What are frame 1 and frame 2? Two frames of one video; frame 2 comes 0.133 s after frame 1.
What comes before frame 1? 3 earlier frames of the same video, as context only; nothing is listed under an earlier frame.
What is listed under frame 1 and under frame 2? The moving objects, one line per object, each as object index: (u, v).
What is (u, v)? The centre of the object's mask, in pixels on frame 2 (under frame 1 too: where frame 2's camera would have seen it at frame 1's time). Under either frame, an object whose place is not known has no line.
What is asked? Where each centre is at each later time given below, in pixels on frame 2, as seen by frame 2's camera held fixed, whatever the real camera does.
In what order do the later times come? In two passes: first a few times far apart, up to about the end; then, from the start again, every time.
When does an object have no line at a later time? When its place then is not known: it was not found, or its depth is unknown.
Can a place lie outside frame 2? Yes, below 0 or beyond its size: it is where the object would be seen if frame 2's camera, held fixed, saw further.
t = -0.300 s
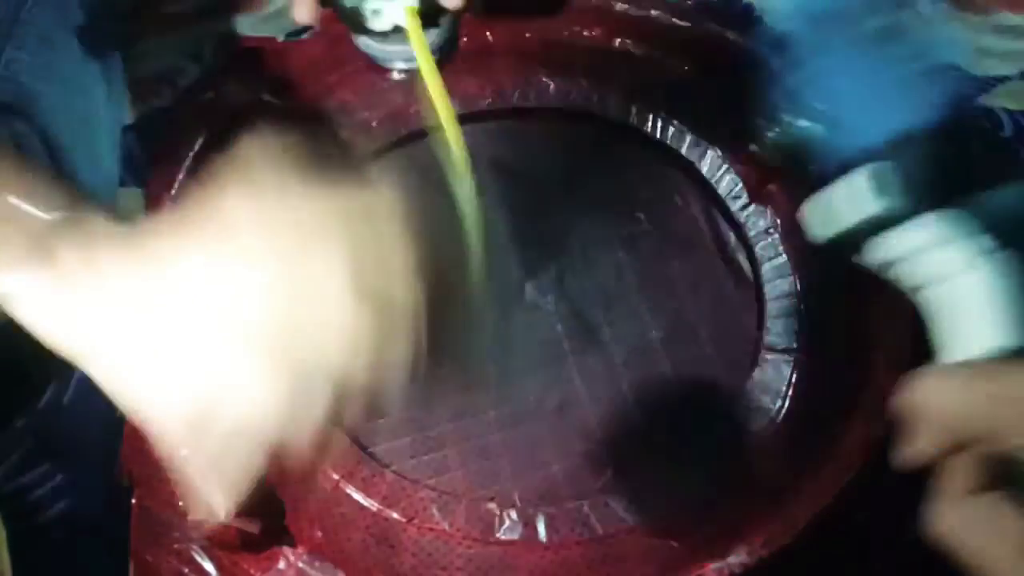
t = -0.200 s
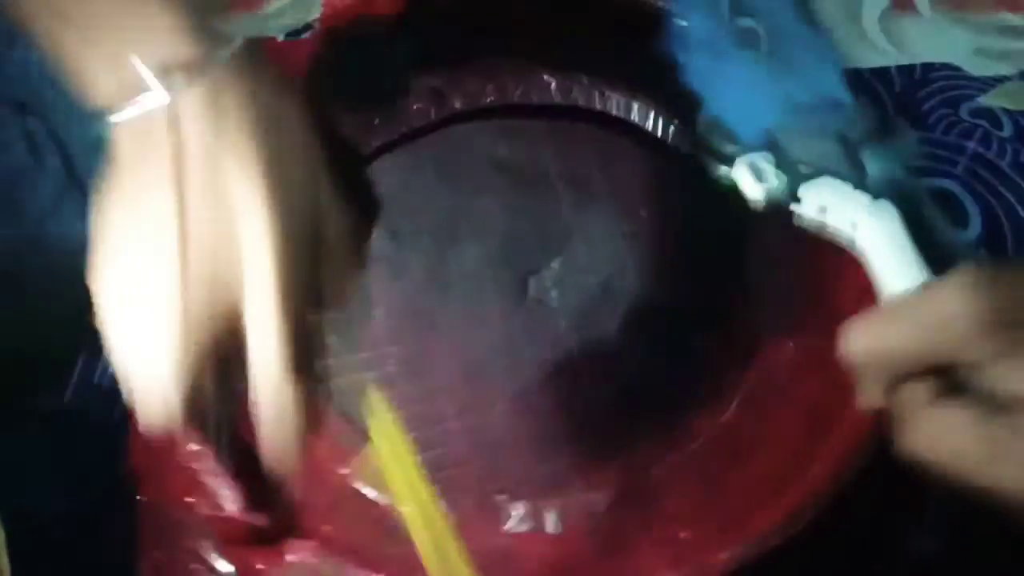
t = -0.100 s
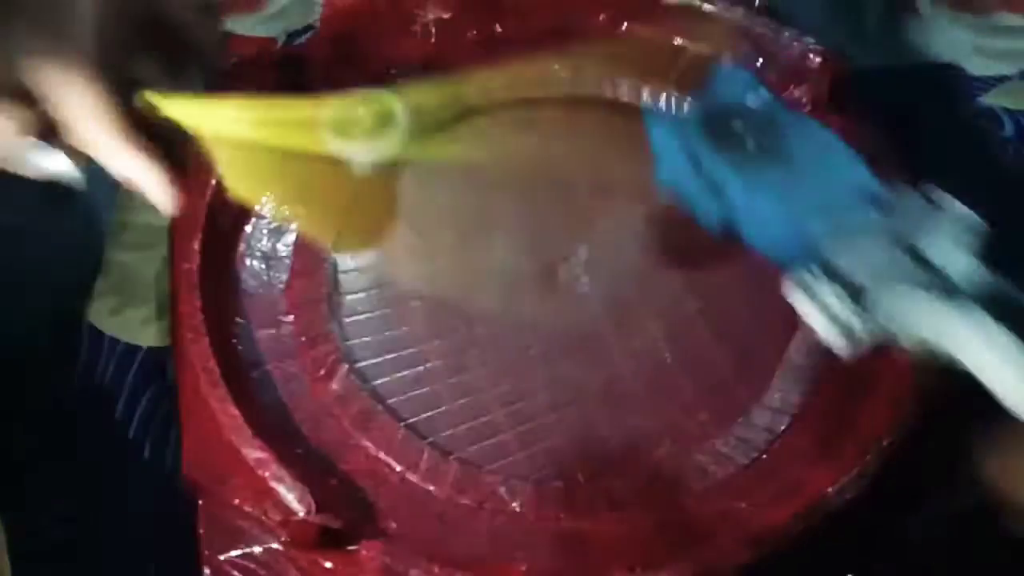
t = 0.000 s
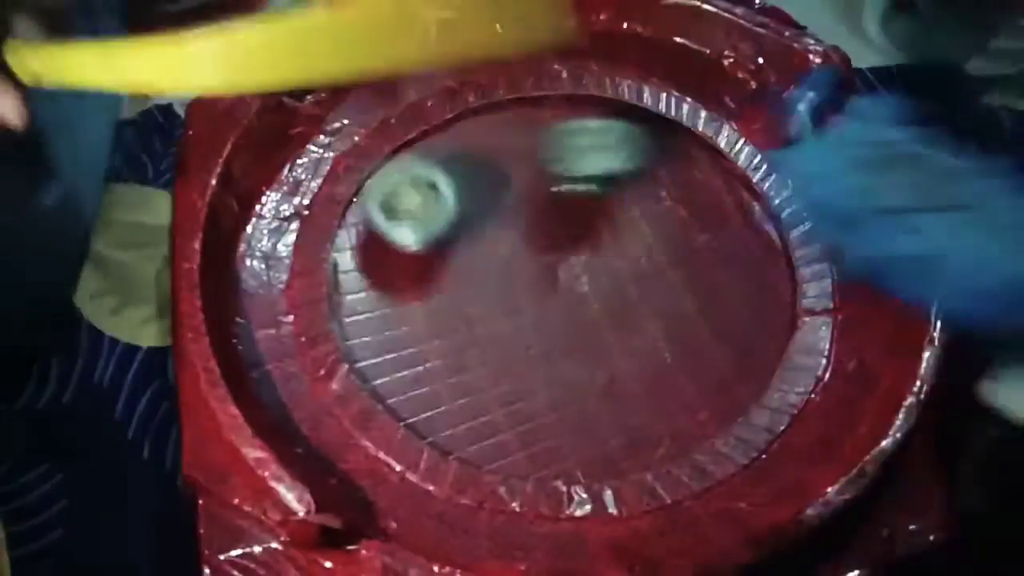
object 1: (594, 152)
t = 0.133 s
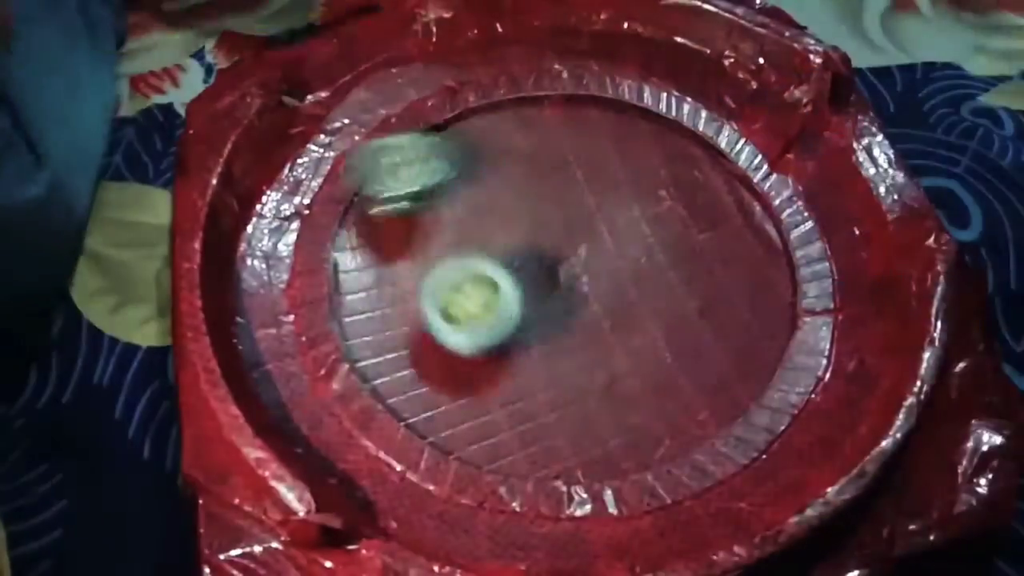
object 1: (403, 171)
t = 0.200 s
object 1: (379, 242)
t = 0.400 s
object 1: (573, 435)
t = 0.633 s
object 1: (630, 446)
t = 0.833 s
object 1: (542, 282)
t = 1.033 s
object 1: (546, 466)
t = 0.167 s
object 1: (380, 199)
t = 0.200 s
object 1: (379, 242)
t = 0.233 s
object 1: (377, 280)
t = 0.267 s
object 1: (381, 324)
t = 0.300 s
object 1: (403, 360)
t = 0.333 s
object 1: (446, 396)
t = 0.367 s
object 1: (507, 423)
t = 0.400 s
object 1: (573, 435)
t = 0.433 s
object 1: (597, 457)
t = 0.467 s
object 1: (609, 484)
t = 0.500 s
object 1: (617, 503)
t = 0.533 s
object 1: (629, 500)
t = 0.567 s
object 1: (638, 484)
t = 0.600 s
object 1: (637, 466)
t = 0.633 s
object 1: (630, 446)
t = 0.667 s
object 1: (618, 428)
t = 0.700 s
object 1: (607, 401)
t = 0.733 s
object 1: (593, 369)
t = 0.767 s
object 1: (578, 339)
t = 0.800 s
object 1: (562, 311)
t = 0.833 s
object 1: (542, 282)
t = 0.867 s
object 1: (521, 262)
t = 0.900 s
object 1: (506, 311)
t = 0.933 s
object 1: (495, 374)
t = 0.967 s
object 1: (494, 423)
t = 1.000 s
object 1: (516, 442)
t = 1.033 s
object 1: (546, 466)
